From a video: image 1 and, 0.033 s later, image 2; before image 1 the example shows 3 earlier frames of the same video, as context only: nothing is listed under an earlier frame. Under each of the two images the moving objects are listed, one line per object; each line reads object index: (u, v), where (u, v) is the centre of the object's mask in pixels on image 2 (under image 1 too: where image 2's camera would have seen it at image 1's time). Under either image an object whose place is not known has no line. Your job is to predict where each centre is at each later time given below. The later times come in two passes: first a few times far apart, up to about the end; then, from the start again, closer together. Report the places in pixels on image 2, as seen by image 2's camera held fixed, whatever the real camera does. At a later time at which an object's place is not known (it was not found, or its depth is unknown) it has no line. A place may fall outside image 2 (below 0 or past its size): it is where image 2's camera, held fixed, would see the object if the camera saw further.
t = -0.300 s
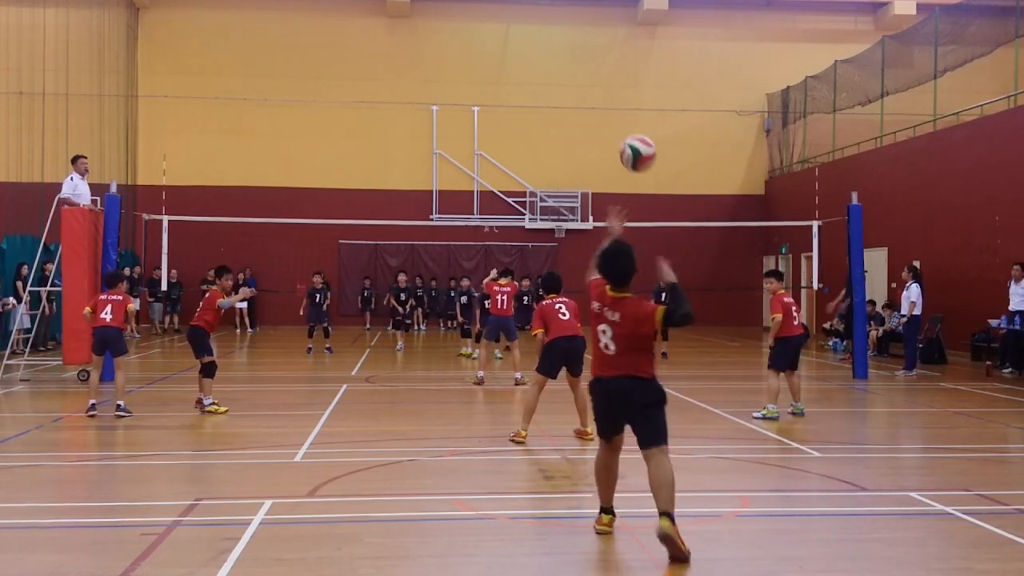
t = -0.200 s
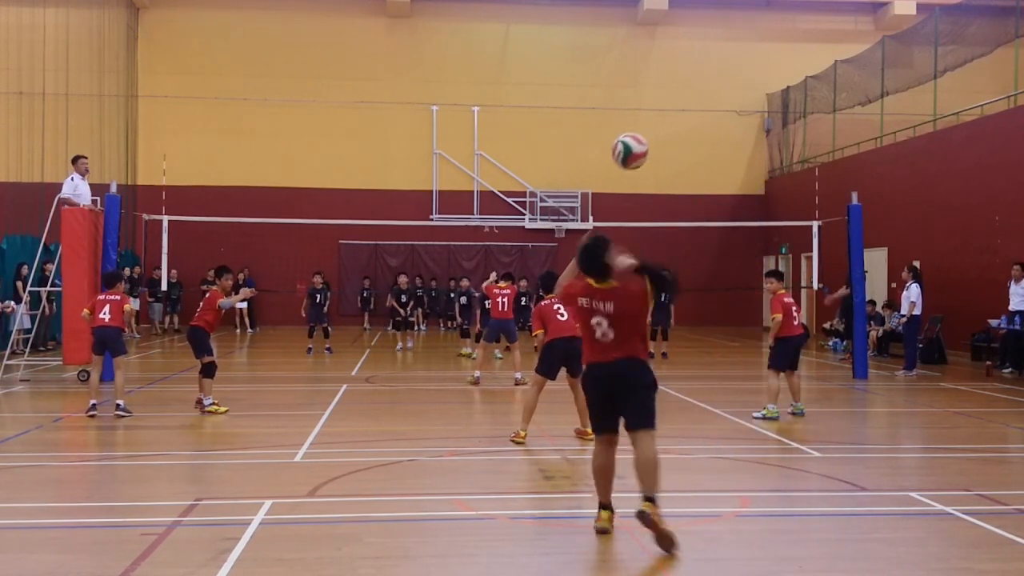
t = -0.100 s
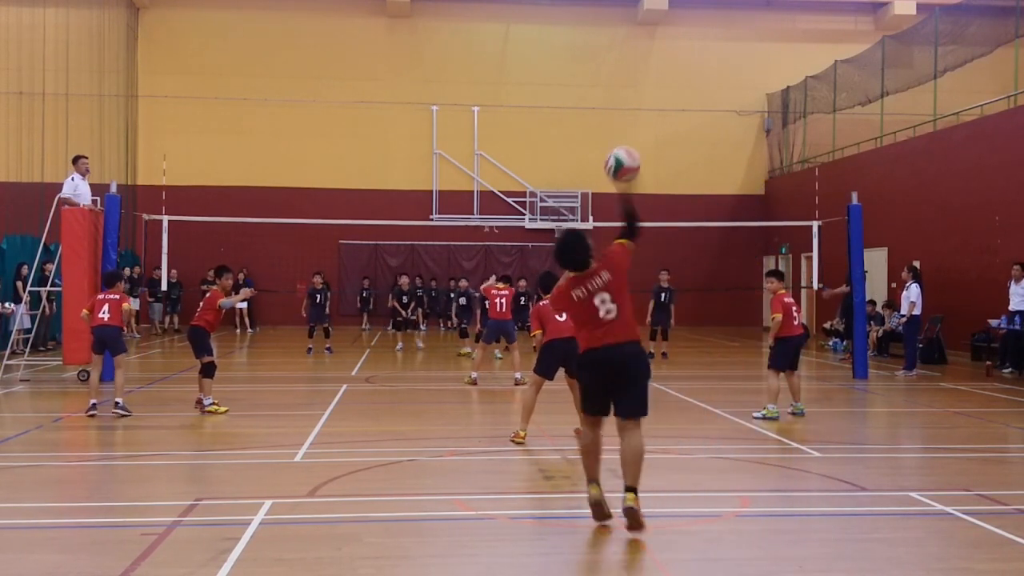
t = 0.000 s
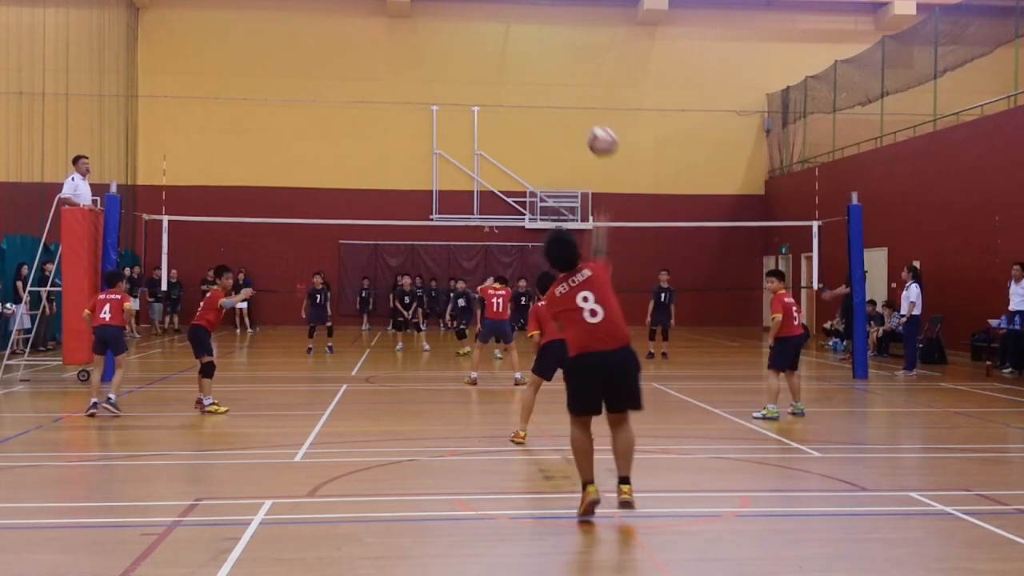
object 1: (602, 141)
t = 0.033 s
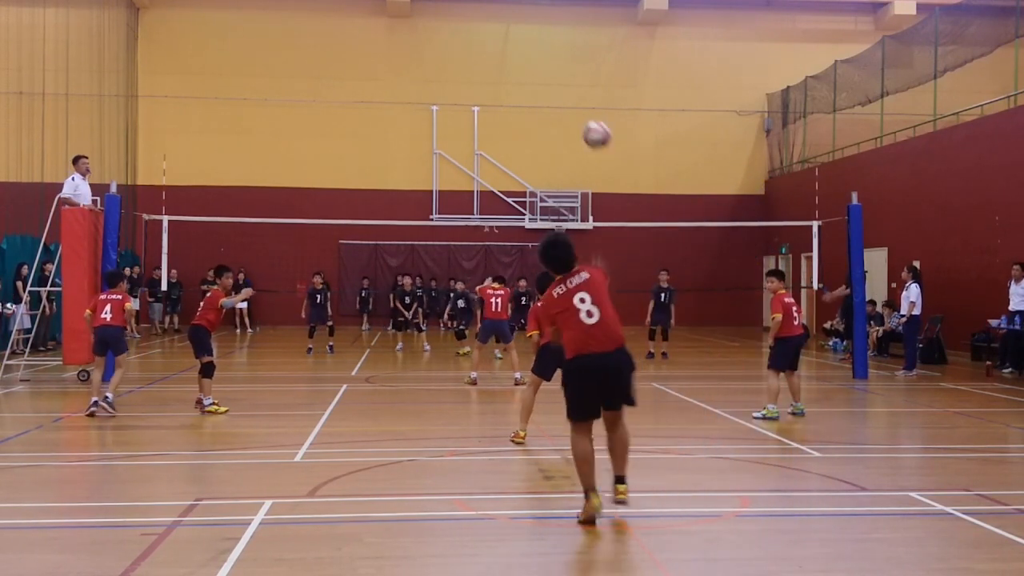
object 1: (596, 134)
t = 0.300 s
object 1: (574, 130)
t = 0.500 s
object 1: (570, 158)
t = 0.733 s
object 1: (570, 201)
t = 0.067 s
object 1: (592, 129)
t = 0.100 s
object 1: (588, 125)
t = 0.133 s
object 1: (584, 124)
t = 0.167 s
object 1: (581, 123)
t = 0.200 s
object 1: (579, 123)
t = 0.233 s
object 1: (576, 125)
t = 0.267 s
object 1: (575, 127)
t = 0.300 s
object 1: (574, 130)
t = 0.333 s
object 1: (573, 134)
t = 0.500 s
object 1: (570, 158)
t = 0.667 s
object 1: (570, 187)
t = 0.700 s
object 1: (570, 195)
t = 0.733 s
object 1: (570, 201)
